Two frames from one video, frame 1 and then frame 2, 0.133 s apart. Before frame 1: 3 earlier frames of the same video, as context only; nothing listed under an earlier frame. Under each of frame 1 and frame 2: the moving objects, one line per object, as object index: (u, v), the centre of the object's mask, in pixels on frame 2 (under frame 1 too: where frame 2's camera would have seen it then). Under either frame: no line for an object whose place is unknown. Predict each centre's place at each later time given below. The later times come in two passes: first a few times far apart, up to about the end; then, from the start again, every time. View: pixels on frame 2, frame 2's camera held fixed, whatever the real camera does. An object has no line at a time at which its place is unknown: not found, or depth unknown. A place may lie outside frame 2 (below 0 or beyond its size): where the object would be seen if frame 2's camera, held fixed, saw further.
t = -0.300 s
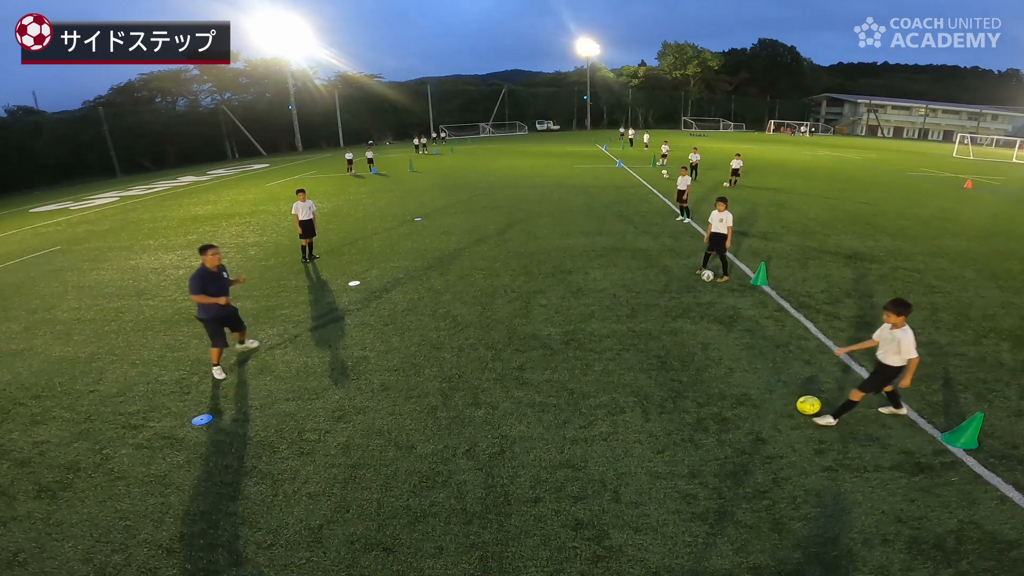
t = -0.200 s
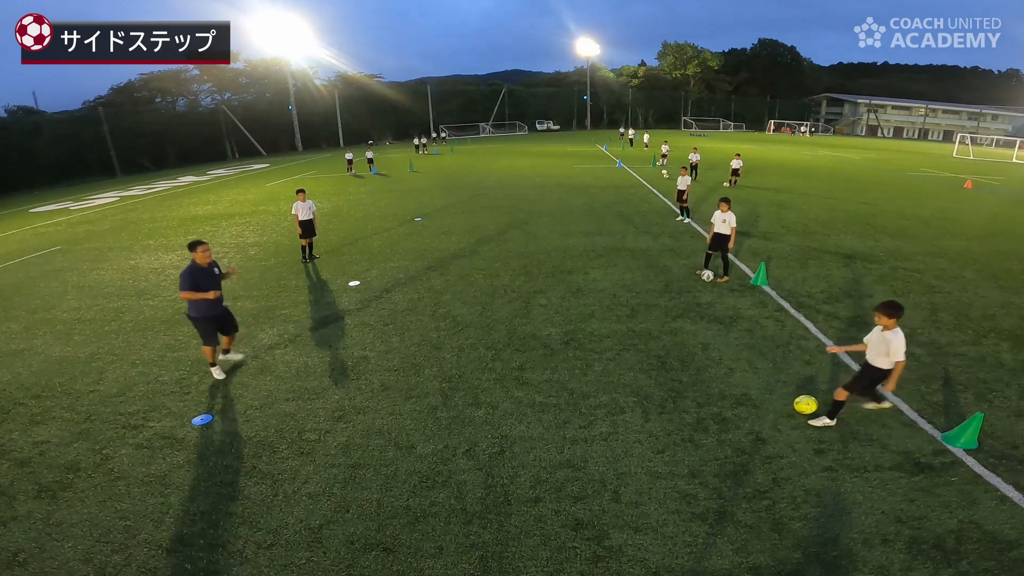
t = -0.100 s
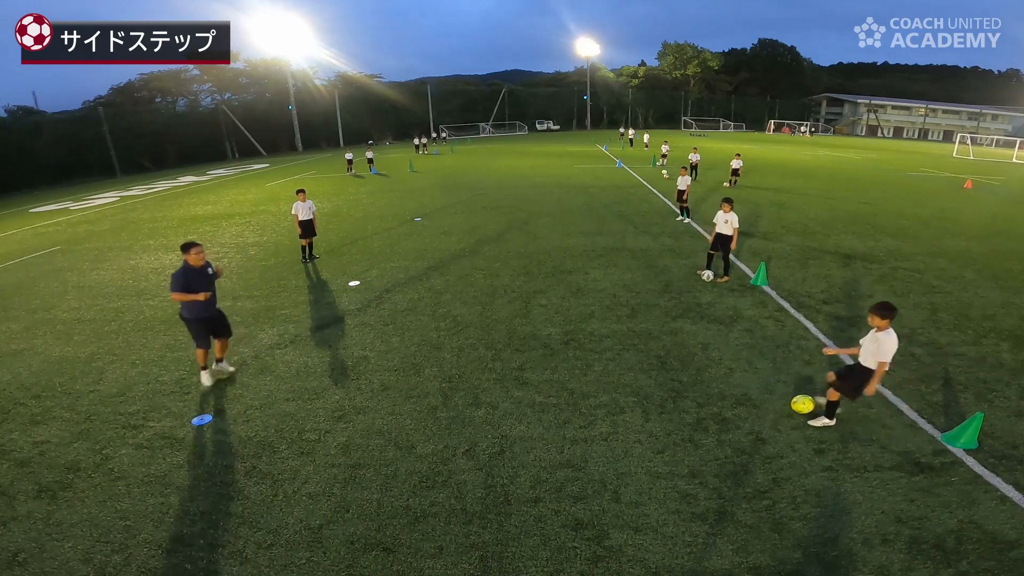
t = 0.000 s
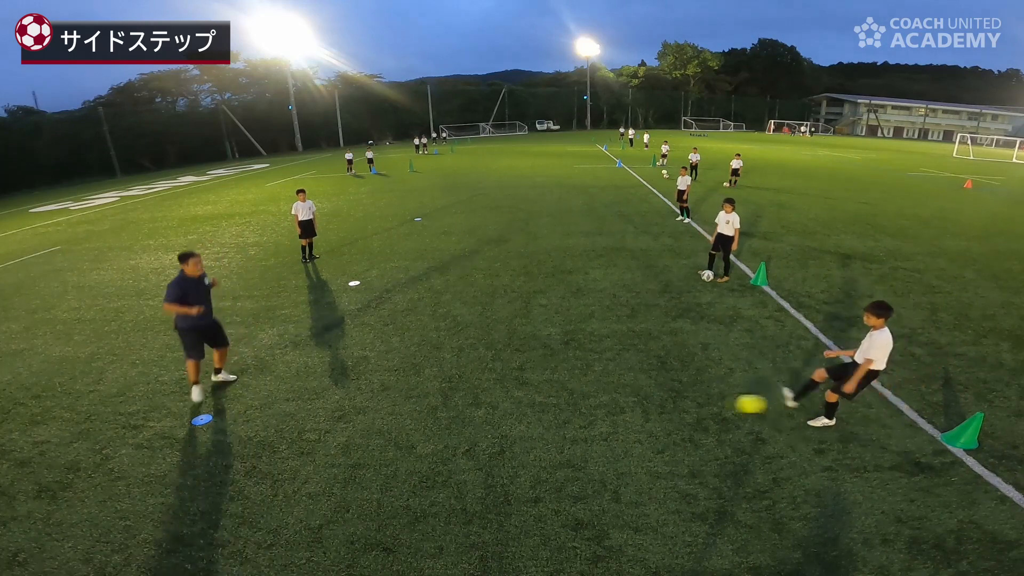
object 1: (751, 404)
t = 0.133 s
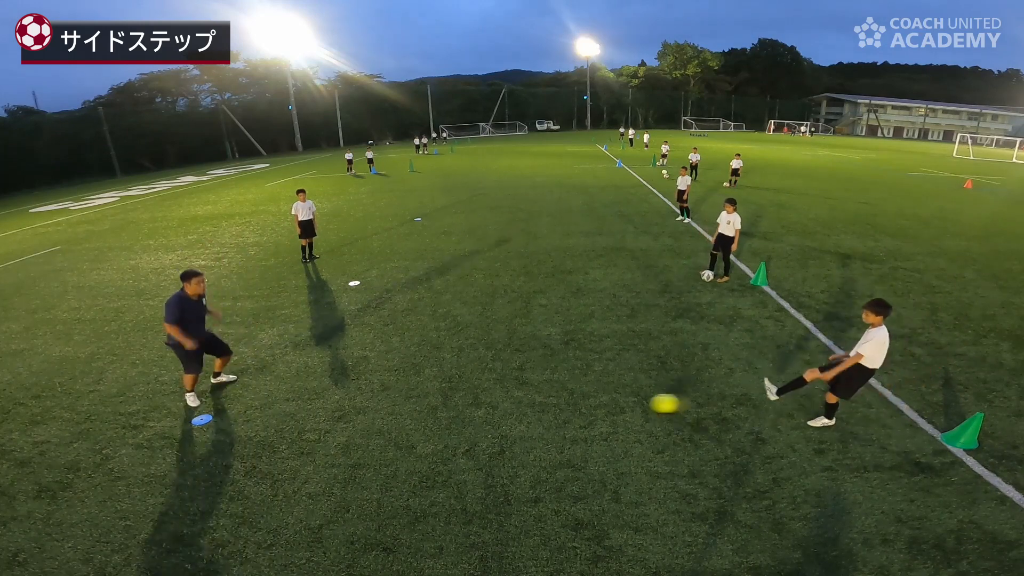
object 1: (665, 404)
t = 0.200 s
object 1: (632, 403)
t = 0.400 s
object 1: (541, 400)
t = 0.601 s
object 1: (461, 396)
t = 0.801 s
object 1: (388, 393)
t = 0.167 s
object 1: (648, 403)
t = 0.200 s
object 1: (632, 403)
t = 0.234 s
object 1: (613, 403)
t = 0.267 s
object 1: (598, 401)
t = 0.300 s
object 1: (584, 401)
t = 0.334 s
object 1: (568, 401)
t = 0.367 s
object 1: (554, 401)
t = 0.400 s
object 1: (541, 400)
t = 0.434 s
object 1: (526, 399)
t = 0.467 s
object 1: (513, 399)
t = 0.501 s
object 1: (501, 398)
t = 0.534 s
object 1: (486, 398)
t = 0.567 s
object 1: (473, 398)
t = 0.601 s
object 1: (461, 396)
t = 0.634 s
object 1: (447, 396)
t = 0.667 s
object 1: (435, 396)
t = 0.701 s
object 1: (424, 395)
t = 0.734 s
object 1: (410, 394)
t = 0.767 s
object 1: (398, 394)
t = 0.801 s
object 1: (388, 393)
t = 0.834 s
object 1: (375, 392)
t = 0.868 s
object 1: (363, 391)
